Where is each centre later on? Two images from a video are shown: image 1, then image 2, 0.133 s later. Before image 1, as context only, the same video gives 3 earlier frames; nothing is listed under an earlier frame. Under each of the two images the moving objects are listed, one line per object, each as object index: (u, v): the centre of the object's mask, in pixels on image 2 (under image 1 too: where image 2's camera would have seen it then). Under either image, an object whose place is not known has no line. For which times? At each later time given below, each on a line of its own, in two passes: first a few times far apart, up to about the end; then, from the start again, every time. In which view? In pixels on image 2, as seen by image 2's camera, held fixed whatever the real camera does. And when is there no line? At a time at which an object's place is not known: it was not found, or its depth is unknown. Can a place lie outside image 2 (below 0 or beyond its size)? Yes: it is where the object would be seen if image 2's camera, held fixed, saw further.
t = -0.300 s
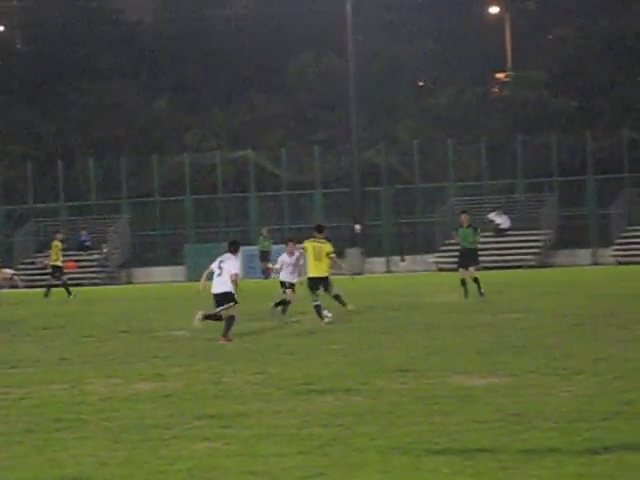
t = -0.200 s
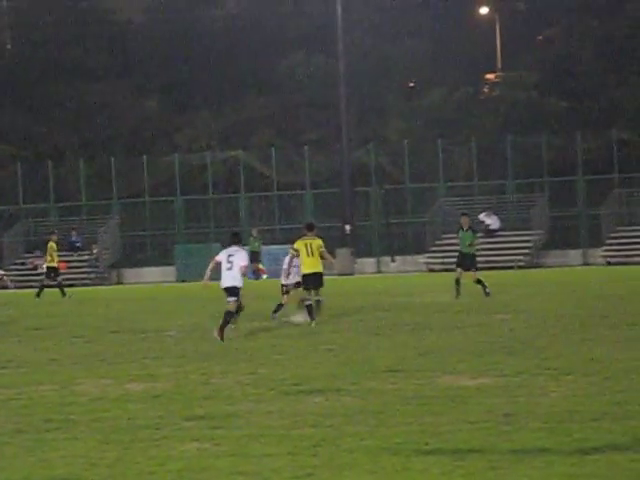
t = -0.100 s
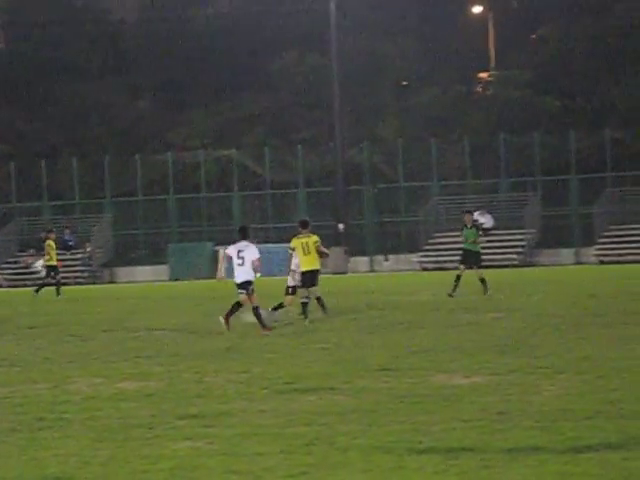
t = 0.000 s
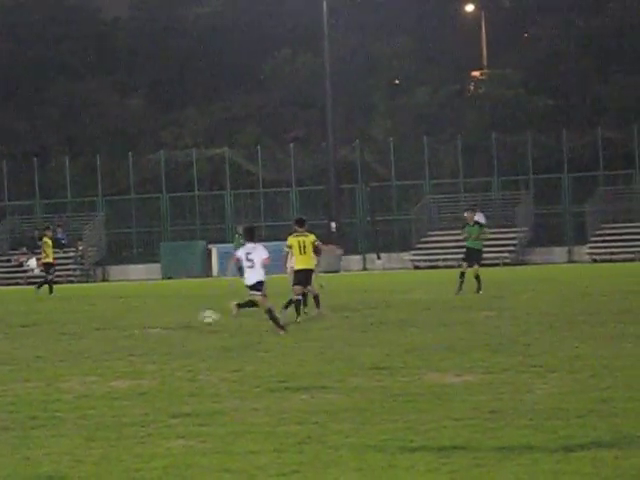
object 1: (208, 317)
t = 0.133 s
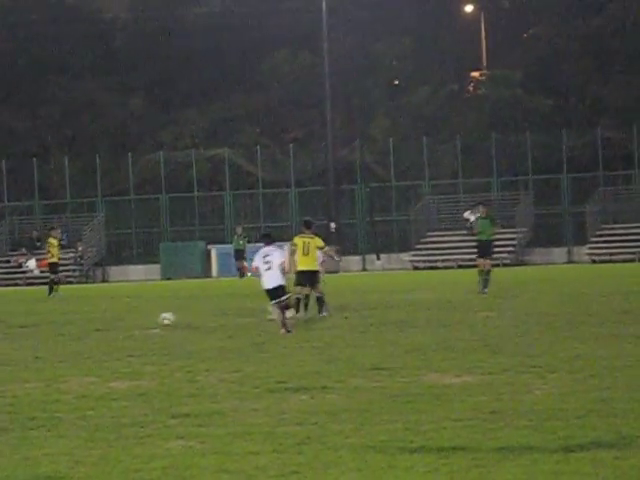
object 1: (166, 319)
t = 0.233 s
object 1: (136, 319)
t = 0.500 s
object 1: (61, 325)
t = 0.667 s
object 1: (13, 326)
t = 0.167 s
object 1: (155, 321)
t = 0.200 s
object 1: (146, 321)
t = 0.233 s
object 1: (136, 319)
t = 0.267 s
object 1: (126, 318)
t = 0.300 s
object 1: (117, 317)
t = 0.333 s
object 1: (107, 317)
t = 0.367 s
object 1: (97, 318)
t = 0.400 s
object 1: (88, 320)
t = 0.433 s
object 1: (79, 322)
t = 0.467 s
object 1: (70, 324)
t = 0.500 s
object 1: (61, 325)
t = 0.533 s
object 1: (51, 325)
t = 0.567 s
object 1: (42, 324)
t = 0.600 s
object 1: (32, 324)
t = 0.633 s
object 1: (24, 325)
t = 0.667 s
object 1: (13, 326)
